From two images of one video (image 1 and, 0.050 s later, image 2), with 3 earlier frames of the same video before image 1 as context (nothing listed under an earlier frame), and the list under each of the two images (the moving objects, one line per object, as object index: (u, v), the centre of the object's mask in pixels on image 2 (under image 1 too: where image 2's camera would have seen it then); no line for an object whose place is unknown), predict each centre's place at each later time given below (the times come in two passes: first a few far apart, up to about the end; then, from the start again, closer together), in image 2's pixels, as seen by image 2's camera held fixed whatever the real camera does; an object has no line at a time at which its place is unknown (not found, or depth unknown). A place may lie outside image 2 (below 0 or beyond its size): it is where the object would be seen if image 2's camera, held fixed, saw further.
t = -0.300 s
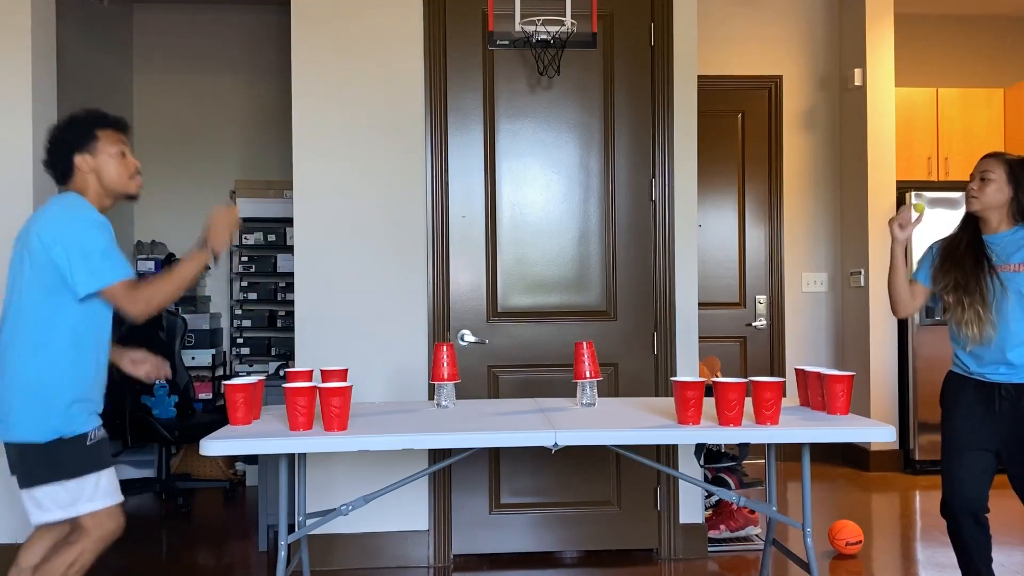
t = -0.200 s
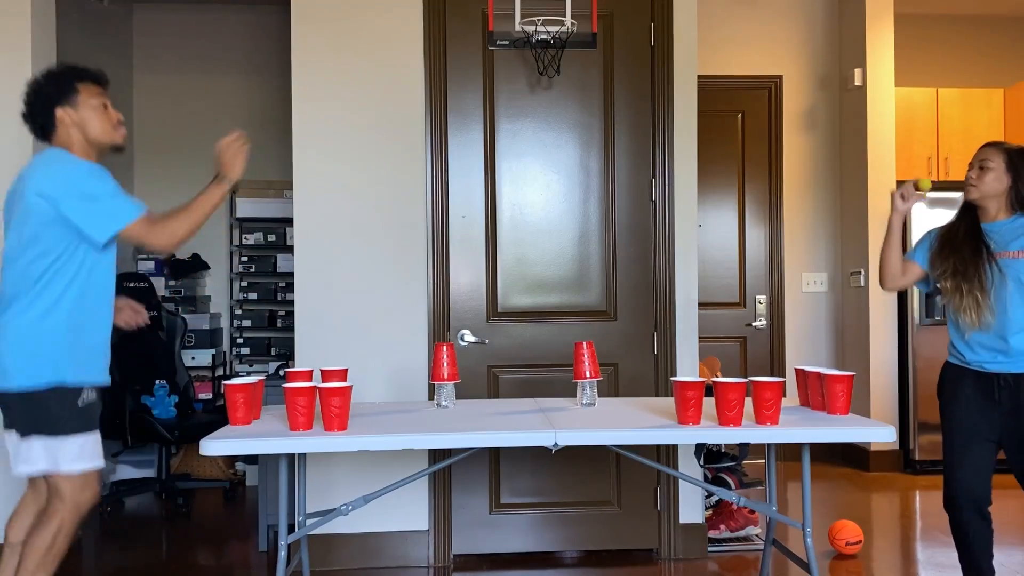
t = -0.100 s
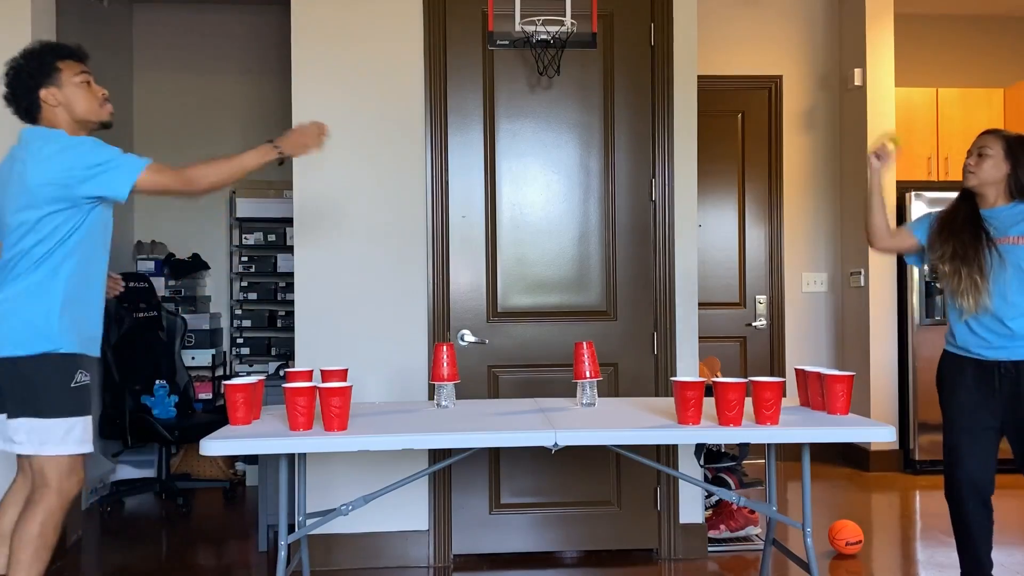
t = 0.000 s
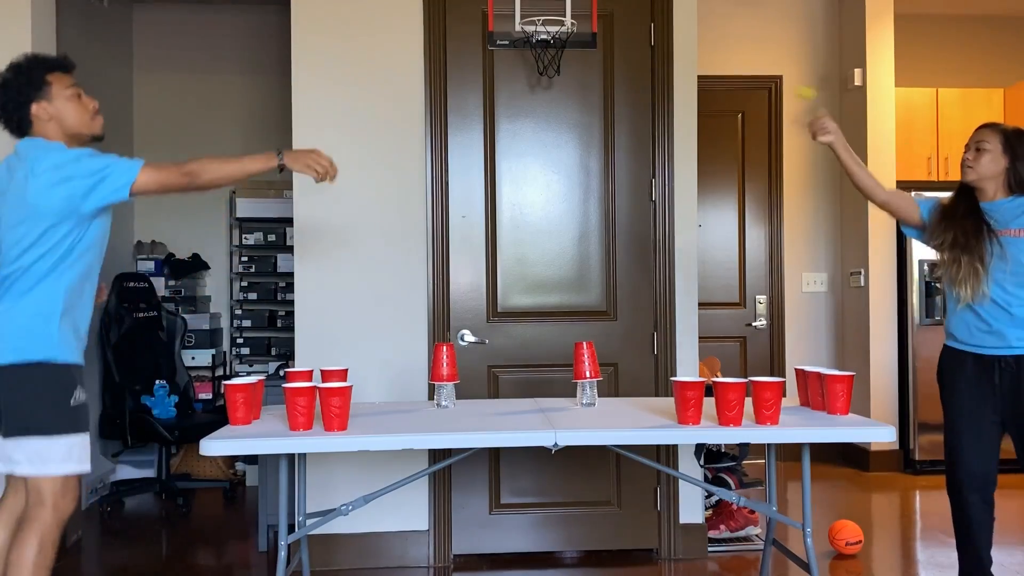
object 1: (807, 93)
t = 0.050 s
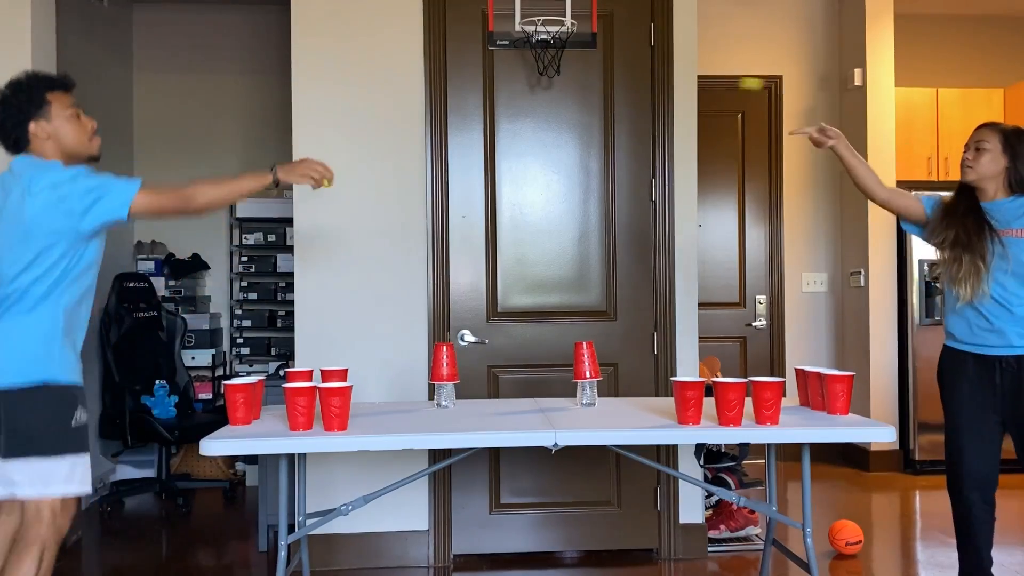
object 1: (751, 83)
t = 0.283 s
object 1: (511, 144)
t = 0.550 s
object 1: (272, 401)
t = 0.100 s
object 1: (701, 82)
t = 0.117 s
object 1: (680, 84)
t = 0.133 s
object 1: (662, 86)
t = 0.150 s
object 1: (646, 89)
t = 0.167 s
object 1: (629, 93)
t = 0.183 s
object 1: (612, 97)
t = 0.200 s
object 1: (595, 103)
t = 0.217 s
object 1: (578, 110)
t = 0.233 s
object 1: (561, 117)
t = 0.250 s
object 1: (545, 125)
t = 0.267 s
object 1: (527, 134)
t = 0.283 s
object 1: (511, 144)
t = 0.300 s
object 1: (491, 156)
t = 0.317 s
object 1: (476, 168)
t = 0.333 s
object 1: (458, 181)
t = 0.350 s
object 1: (440, 195)
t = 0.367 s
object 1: (425, 209)
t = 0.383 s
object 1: (408, 225)
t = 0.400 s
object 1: (392, 242)
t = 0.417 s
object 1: (375, 258)
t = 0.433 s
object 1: (358, 278)
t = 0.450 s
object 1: (342, 296)
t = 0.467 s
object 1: (325, 316)
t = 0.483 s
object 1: (308, 338)
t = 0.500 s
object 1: (290, 362)
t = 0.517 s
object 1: (275, 383)
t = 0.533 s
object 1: (269, 404)
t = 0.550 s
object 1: (272, 401)
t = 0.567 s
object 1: (275, 385)
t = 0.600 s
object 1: (281, 358)
